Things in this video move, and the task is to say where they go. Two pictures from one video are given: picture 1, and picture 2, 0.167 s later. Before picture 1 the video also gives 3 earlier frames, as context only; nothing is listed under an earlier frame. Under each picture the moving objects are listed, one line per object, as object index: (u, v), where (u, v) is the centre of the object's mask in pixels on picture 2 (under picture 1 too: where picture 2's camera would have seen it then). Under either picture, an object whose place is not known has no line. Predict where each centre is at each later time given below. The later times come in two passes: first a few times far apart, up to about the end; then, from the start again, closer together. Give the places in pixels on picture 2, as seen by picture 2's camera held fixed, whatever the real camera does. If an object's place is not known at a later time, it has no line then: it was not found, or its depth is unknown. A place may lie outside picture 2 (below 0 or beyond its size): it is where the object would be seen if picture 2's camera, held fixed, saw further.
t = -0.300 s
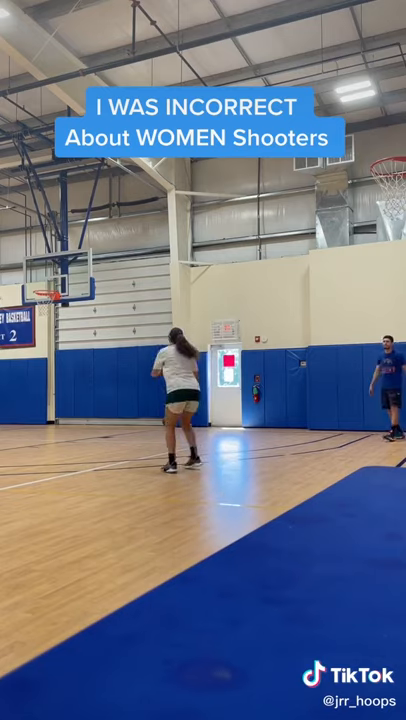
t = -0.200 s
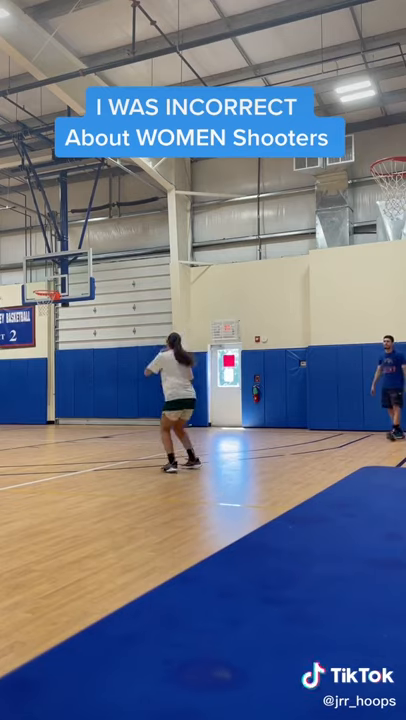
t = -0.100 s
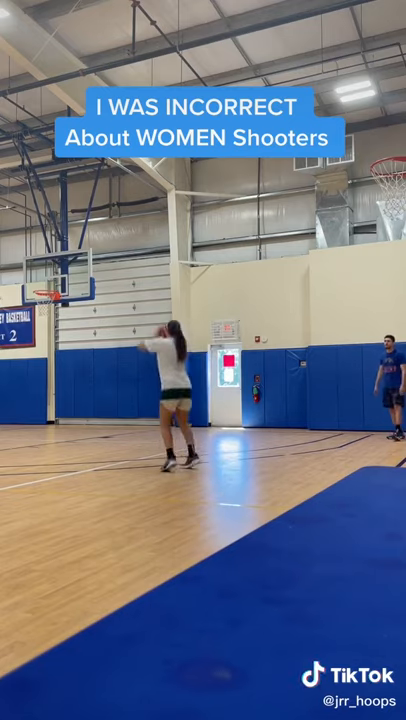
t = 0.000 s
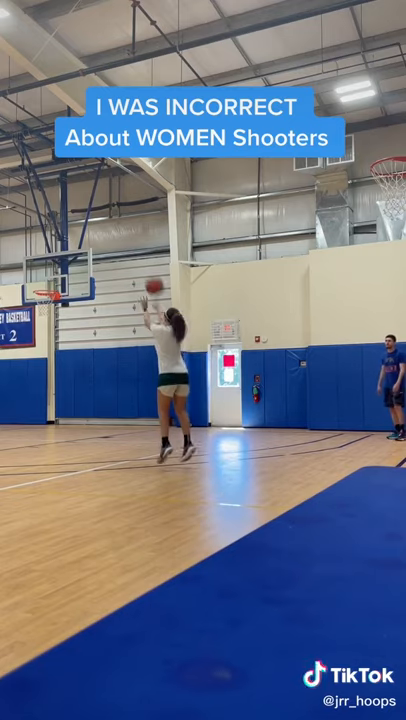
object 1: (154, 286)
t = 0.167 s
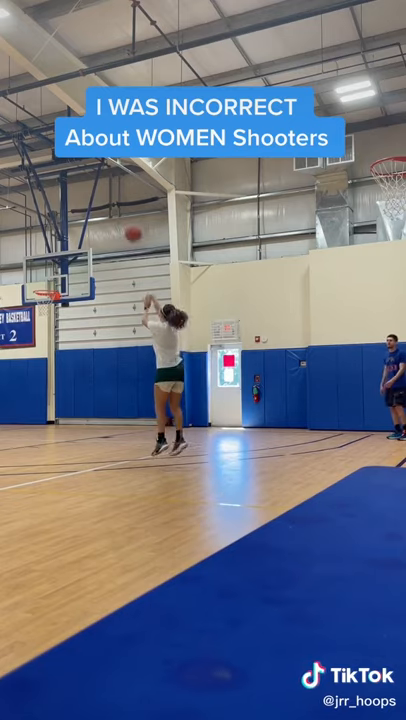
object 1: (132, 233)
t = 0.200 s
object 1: (128, 224)
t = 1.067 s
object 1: (54, 241)
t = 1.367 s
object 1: (48, 308)
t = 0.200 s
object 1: (128, 224)
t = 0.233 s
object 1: (124, 214)
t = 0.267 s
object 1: (119, 207)
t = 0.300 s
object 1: (115, 200)
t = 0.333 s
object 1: (112, 196)
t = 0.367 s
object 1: (107, 191)
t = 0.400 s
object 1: (104, 187)
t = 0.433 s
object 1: (100, 184)
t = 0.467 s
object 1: (97, 182)
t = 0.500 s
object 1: (94, 180)
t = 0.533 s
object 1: (91, 180)
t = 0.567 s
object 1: (88, 179)
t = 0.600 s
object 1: (85, 180)
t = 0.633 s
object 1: (82, 181)
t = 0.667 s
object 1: (79, 183)
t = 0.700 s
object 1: (77, 185)
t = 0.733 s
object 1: (74, 188)
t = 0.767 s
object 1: (72, 191)
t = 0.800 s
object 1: (70, 195)
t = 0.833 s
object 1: (68, 200)
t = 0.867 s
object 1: (66, 205)
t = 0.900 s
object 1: (63, 209)
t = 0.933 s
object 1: (61, 216)
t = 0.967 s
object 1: (59, 221)
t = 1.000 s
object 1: (58, 227)
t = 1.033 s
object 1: (56, 234)
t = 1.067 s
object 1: (54, 241)
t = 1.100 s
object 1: (51, 248)
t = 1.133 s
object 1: (50, 257)
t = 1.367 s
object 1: (48, 308)
